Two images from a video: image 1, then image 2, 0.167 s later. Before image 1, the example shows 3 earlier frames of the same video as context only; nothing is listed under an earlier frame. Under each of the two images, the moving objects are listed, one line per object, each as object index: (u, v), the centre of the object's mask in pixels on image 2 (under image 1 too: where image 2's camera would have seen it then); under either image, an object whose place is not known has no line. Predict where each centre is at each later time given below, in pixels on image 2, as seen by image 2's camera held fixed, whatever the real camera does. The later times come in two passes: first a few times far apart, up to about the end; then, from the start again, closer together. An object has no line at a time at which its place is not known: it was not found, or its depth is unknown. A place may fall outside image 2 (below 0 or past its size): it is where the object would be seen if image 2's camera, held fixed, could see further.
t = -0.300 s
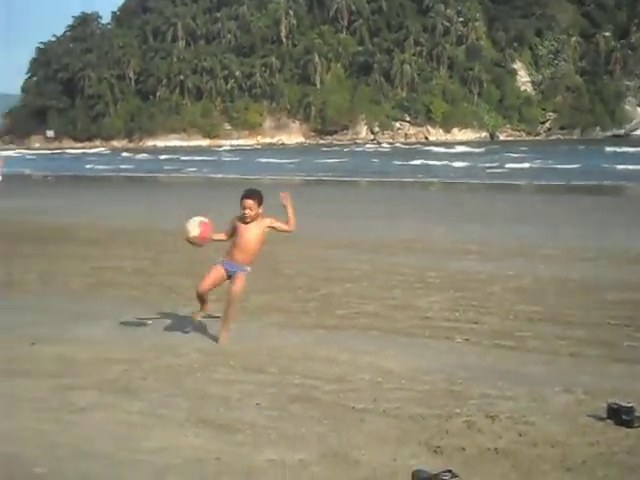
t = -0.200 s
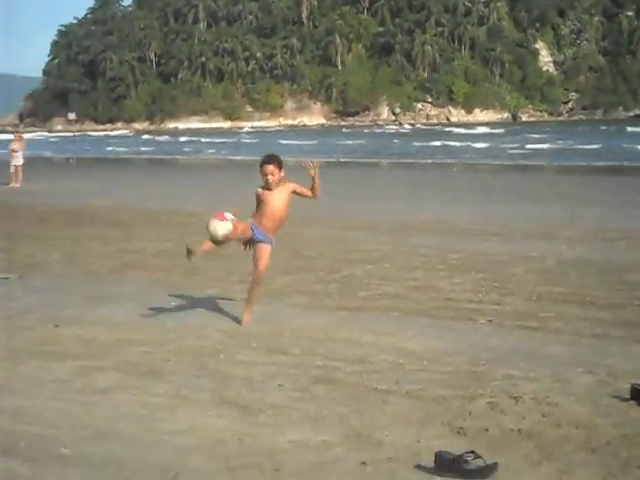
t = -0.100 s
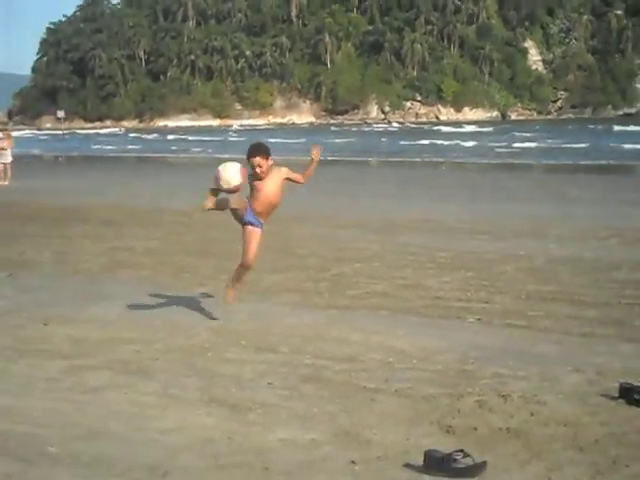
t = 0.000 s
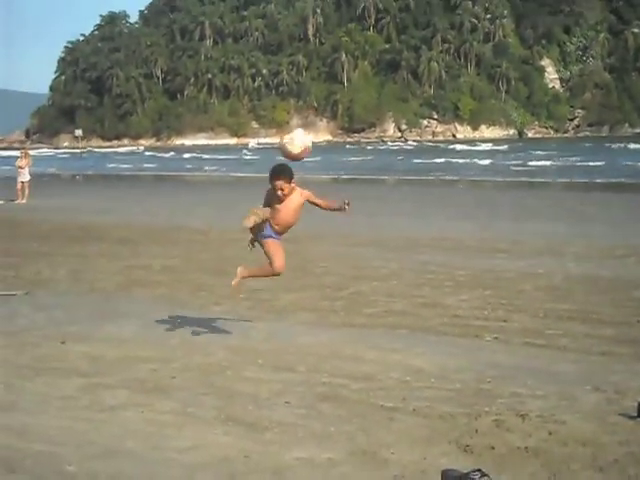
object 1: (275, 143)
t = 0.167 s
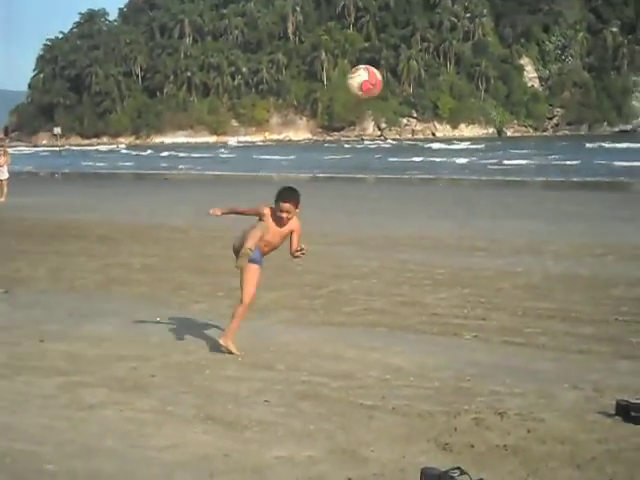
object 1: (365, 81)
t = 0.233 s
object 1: (404, 68)
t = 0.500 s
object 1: (590, 86)
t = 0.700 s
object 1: (764, 206)
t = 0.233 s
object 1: (404, 68)
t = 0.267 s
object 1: (425, 63)
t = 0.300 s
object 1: (447, 60)
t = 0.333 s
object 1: (468, 60)
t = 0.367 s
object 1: (490, 62)
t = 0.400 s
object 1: (515, 64)
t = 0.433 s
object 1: (539, 70)
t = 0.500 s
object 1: (590, 86)
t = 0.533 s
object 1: (617, 99)
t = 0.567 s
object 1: (643, 114)
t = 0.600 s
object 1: (671, 133)
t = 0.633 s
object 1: (701, 155)
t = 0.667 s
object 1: (733, 180)
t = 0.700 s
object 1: (764, 206)
